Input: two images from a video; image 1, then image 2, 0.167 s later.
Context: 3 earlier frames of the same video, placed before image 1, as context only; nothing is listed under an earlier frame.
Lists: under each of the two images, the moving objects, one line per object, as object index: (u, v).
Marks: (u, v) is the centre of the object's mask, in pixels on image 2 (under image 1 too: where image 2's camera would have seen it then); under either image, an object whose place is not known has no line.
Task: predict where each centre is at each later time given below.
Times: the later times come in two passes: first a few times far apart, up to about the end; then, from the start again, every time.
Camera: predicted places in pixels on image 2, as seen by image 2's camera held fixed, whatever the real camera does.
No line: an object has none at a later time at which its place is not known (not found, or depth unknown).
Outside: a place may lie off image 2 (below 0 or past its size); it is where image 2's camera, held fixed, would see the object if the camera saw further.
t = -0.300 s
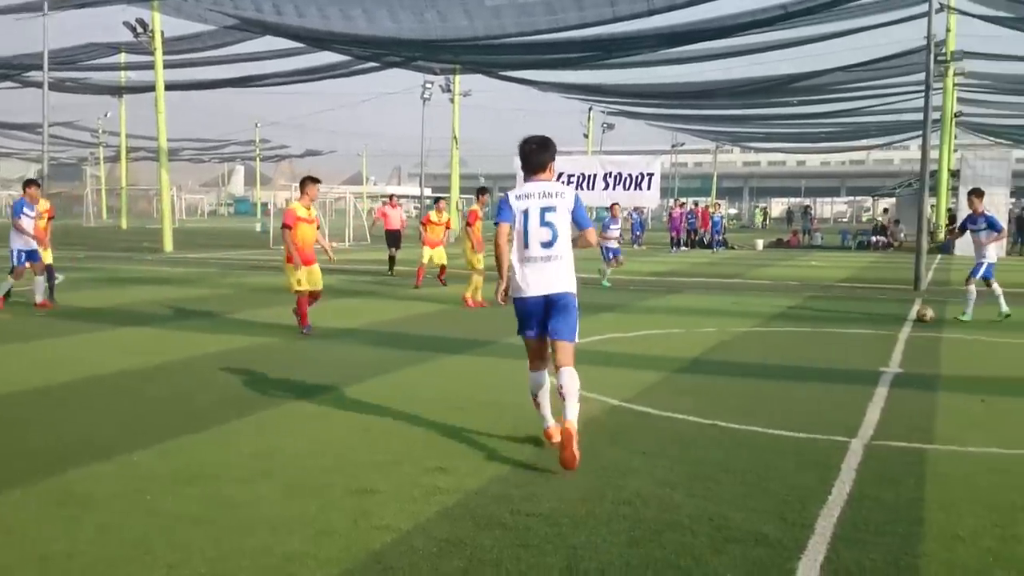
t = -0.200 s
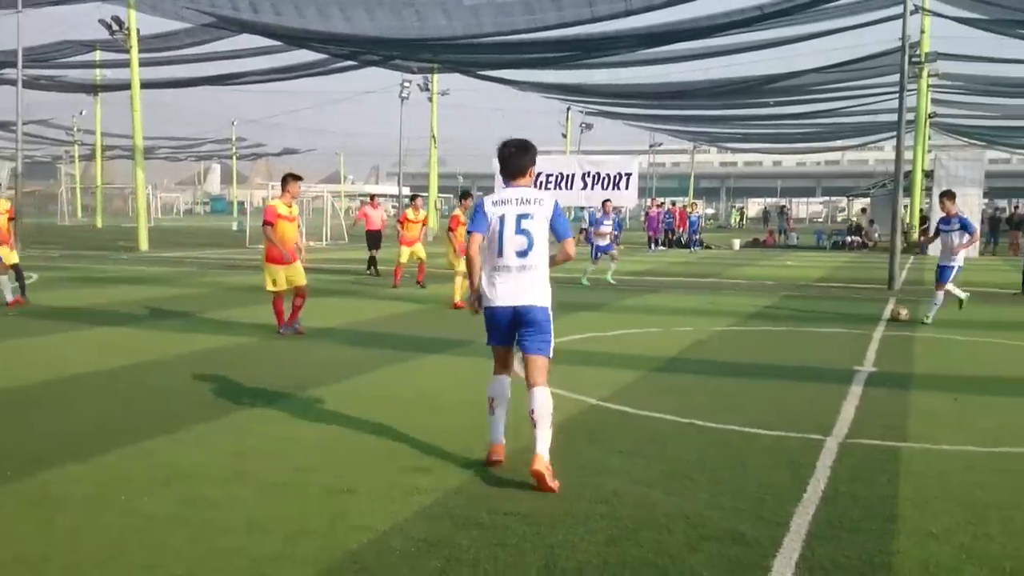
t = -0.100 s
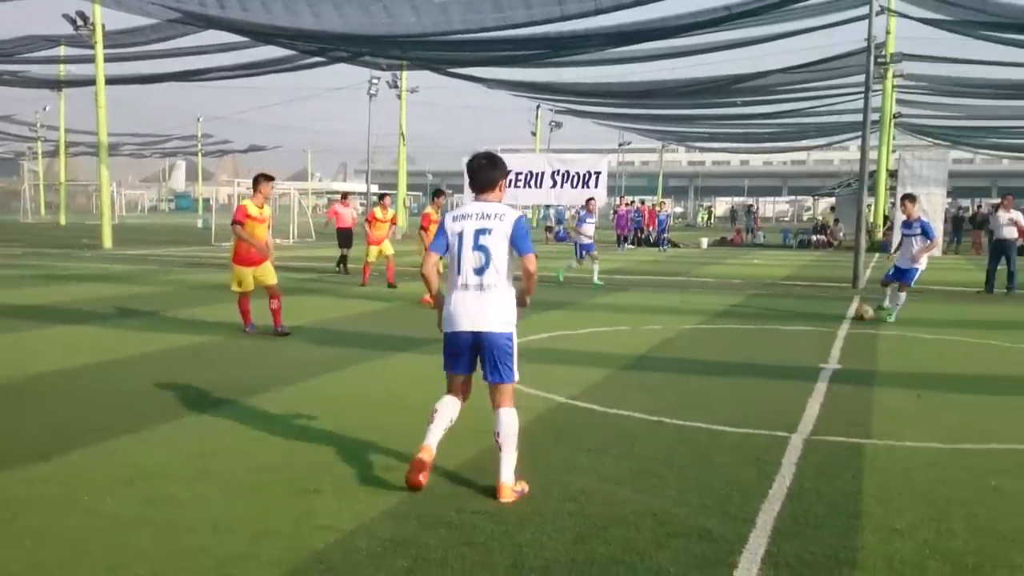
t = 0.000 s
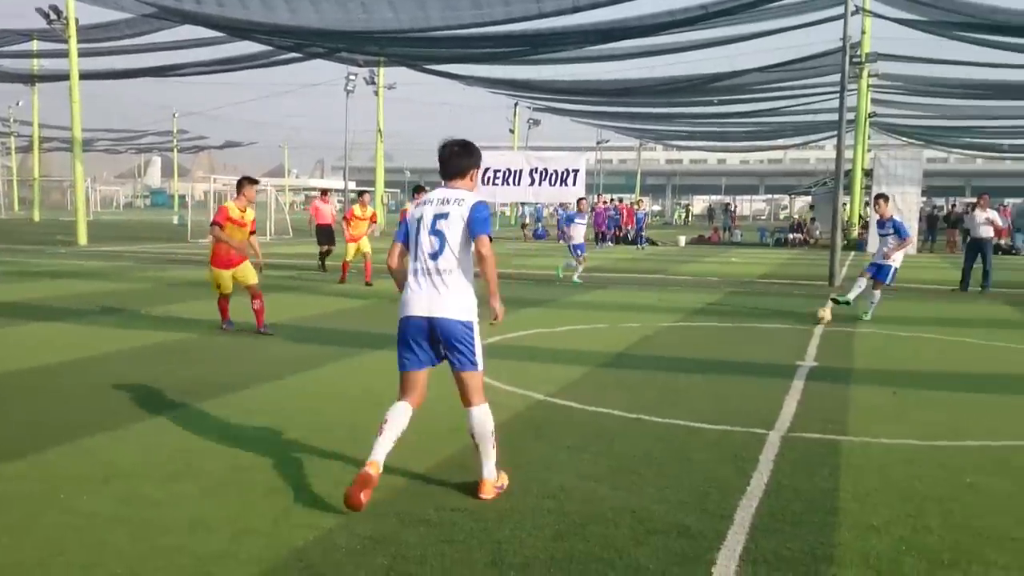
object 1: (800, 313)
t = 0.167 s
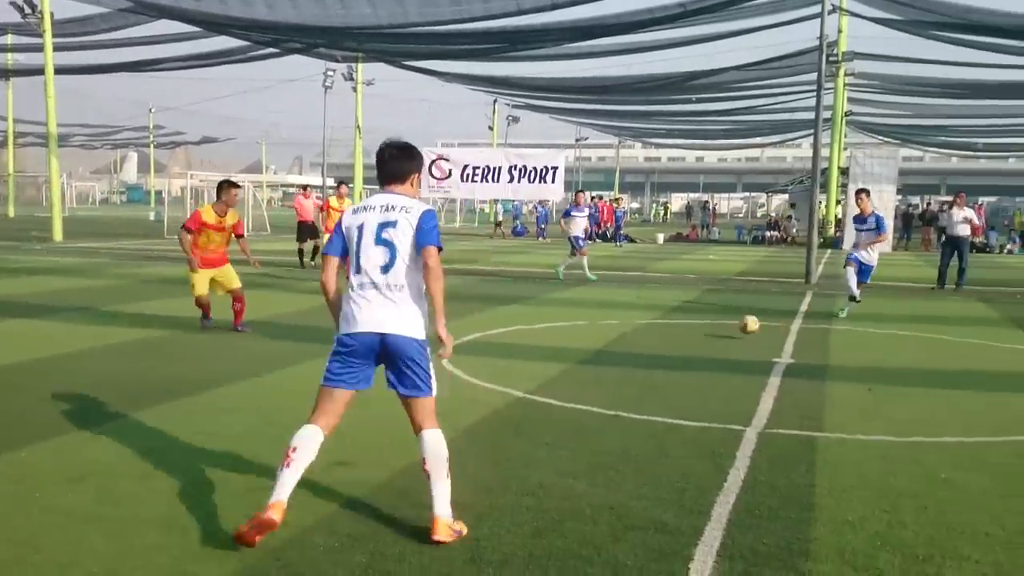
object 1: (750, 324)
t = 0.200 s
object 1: (738, 329)
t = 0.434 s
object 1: (647, 369)
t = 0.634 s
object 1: (547, 403)
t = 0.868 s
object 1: (366, 485)
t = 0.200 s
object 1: (738, 329)
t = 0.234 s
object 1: (724, 336)
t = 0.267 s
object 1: (713, 343)
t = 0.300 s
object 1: (702, 345)
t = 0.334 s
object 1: (689, 350)
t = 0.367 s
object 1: (675, 356)
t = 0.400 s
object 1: (662, 363)
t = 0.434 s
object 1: (647, 369)
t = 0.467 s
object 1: (631, 374)
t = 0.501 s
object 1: (616, 381)
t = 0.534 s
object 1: (599, 389)
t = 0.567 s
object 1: (583, 392)
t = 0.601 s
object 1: (565, 397)
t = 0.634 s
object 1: (547, 403)
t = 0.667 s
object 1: (526, 413)
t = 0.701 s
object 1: (505, 426)
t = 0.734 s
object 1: (481, 440)
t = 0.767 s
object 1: (455, 446)
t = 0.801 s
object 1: (428, 456)
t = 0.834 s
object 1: (398, 469)
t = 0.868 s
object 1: (366, 485)
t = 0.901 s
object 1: (329, 505)
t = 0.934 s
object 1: (289, 518)
